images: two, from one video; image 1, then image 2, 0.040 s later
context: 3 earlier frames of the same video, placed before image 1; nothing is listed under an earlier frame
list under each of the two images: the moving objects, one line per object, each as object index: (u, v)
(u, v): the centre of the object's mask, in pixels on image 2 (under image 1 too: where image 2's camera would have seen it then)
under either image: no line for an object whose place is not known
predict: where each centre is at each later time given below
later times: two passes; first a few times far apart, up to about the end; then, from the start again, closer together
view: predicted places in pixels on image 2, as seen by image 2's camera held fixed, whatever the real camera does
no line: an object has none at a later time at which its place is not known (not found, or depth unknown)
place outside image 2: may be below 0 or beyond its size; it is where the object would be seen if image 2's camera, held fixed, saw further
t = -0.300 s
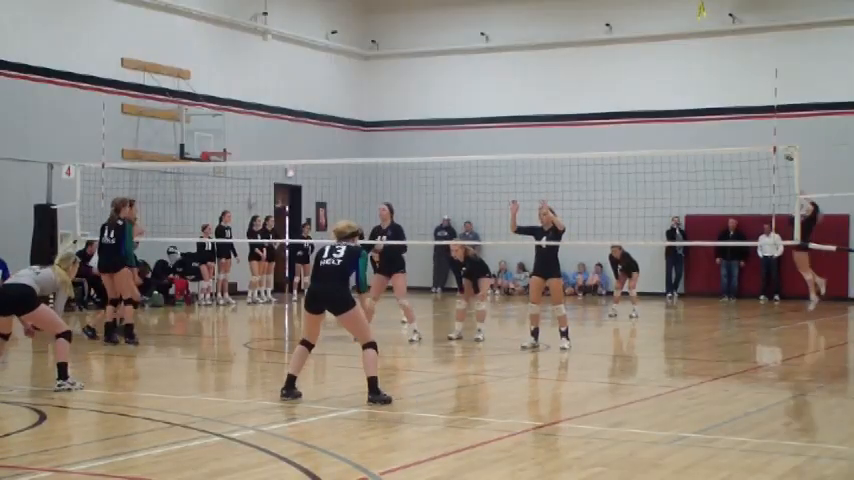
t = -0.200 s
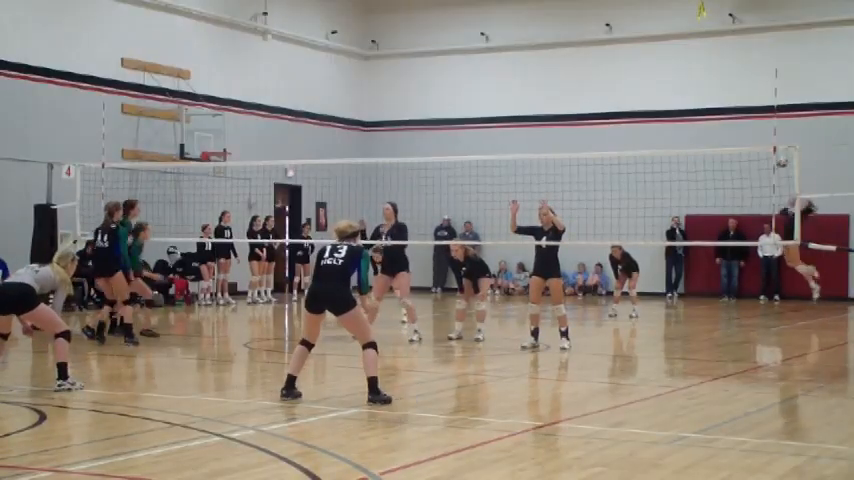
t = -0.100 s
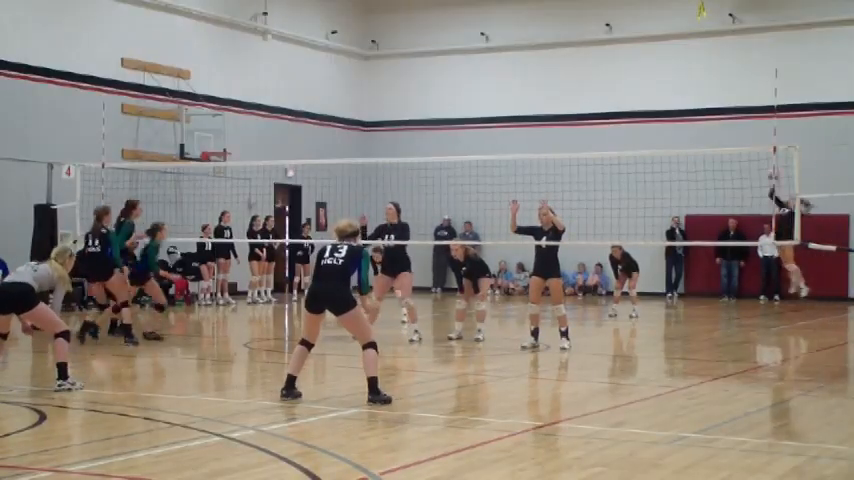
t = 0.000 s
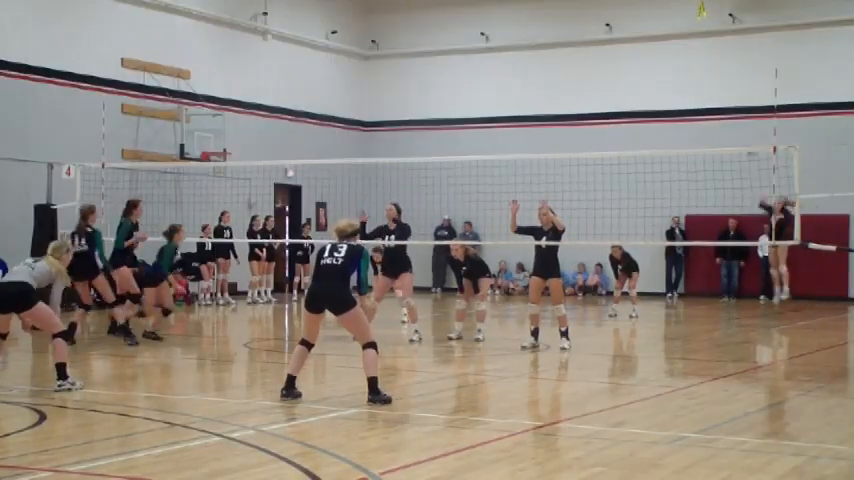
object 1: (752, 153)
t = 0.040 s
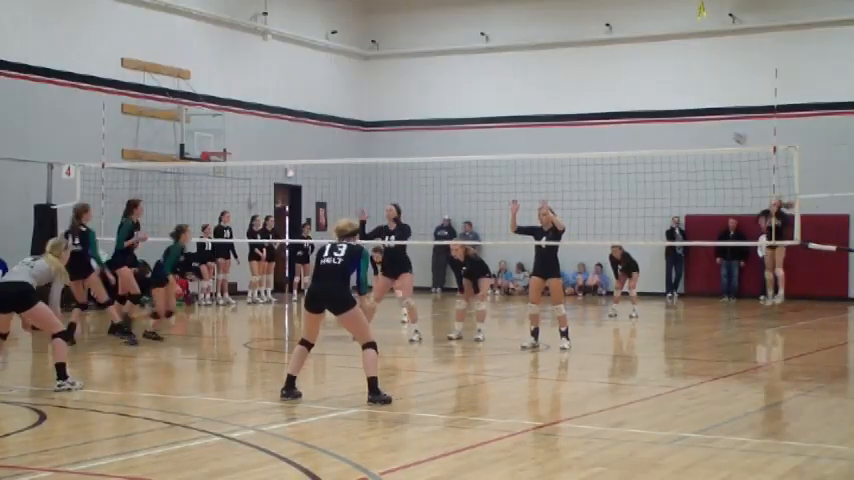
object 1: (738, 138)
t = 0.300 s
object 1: (664, 75)
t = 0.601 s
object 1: (536, 53)
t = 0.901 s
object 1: (350, 109)
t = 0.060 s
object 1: (734, 133)
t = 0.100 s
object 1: (724, 119)
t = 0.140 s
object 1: (713, 109)
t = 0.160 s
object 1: (708, 105)
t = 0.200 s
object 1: (695, 95)
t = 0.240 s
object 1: (683, 86)
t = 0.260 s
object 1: (677, 83)
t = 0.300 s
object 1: (664, 75)
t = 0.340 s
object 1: (650, 69)
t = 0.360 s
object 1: (642, 66)
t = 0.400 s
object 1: (626, 61)
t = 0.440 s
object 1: (610, 58)
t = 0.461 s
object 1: (602, 57)
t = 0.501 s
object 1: (585, 52)
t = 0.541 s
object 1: (567, 52)
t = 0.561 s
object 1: (556, 52)
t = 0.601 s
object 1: (536, 53)
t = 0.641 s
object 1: (518, 53)
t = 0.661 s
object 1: (507, 54)
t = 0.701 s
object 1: (485, 59)
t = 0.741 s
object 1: (461, 65)
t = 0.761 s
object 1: (449, 70)
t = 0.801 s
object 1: (424, 80)
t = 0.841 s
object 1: (396, 89)
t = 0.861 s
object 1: (382, 96)
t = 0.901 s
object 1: (350, 109)
